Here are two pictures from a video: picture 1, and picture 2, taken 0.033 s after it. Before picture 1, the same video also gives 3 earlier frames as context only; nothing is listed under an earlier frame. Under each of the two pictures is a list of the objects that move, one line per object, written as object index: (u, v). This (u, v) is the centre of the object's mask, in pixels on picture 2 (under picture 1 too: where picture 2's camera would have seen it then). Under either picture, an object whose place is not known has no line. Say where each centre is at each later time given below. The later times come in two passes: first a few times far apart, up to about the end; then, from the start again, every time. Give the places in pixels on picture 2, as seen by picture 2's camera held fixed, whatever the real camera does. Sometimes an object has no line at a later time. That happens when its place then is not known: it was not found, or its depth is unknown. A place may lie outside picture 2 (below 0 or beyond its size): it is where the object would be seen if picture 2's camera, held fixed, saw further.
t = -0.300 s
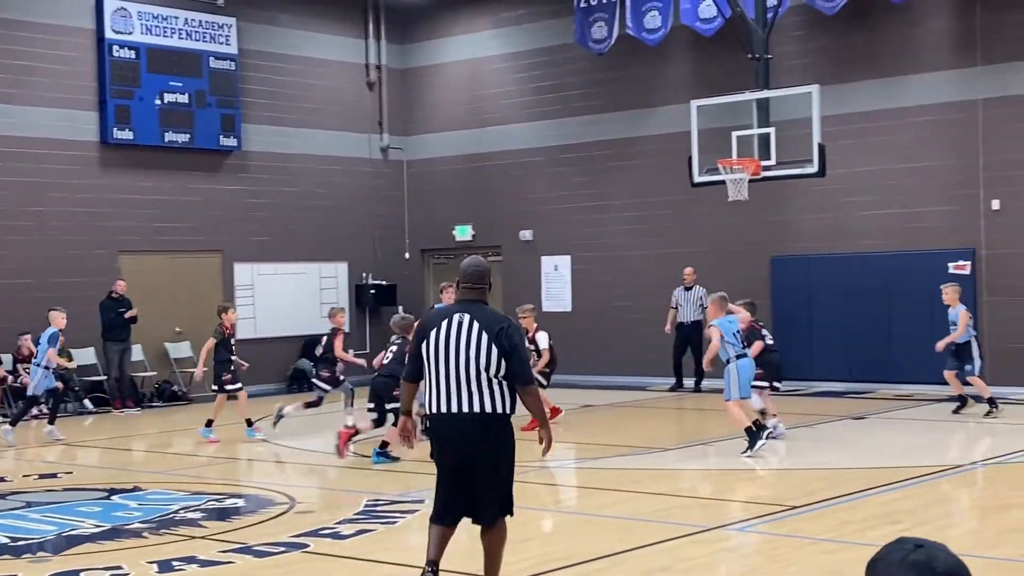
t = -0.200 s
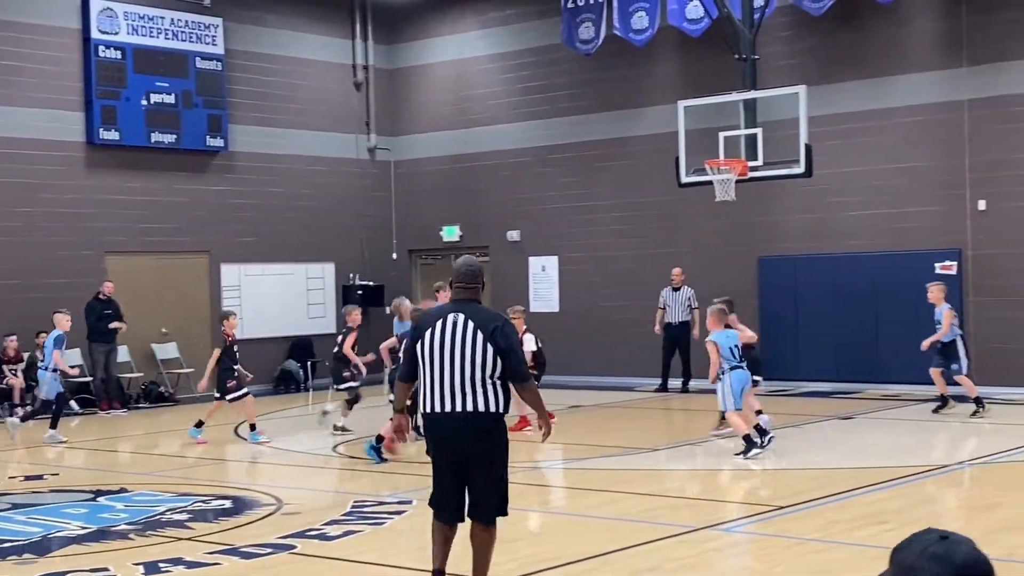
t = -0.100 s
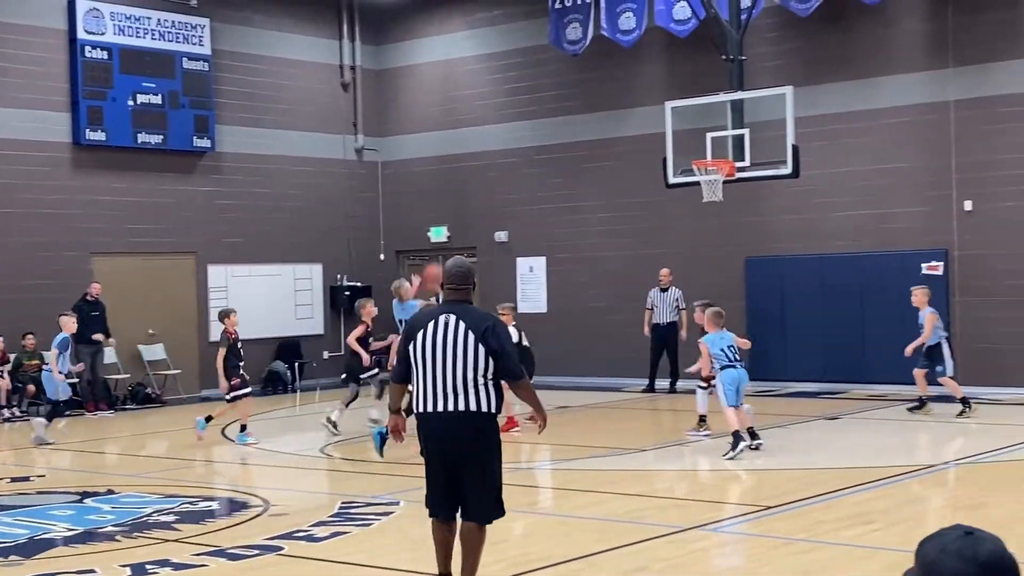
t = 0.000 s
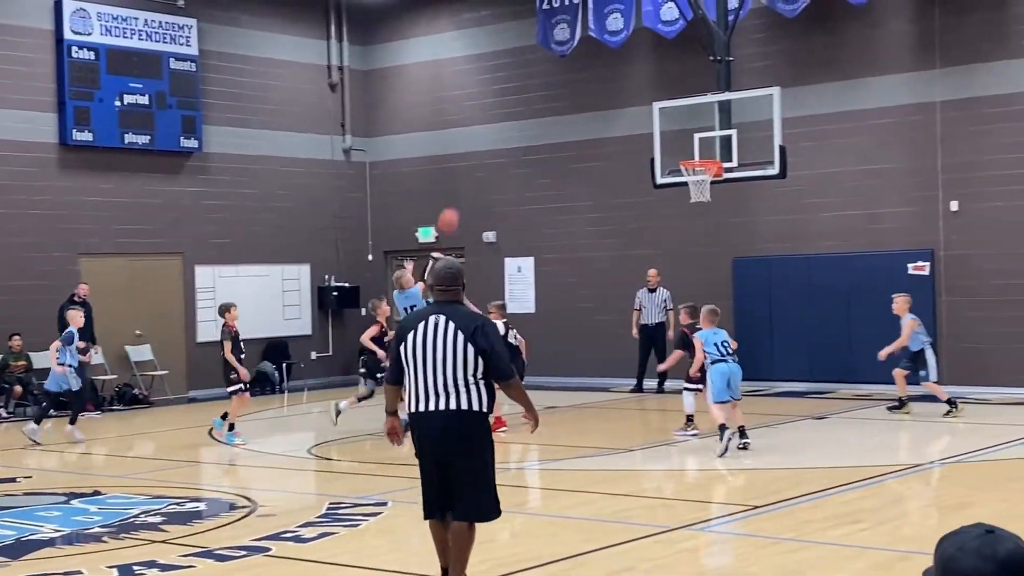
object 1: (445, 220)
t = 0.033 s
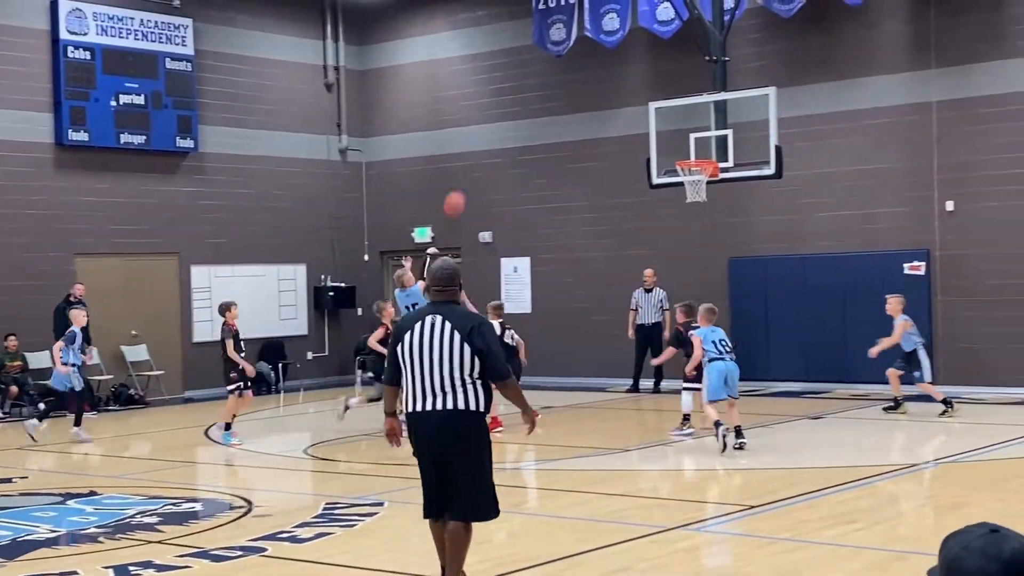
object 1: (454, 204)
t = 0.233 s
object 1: (510, 128)
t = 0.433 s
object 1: (564, 91)
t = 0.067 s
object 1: (464, 187)
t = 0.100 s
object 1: (473, 174)
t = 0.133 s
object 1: (482, 161)
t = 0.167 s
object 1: (491, 149)
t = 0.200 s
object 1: (501, 139)
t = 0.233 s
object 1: (510, 128)
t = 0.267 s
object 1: (520, 119)
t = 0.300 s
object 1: (529, 111)
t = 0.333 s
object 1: (537, 105)
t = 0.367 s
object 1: (546, 100)
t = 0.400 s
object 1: (555, 94)
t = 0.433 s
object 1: (564, 91)
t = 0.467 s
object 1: (572, 89)
